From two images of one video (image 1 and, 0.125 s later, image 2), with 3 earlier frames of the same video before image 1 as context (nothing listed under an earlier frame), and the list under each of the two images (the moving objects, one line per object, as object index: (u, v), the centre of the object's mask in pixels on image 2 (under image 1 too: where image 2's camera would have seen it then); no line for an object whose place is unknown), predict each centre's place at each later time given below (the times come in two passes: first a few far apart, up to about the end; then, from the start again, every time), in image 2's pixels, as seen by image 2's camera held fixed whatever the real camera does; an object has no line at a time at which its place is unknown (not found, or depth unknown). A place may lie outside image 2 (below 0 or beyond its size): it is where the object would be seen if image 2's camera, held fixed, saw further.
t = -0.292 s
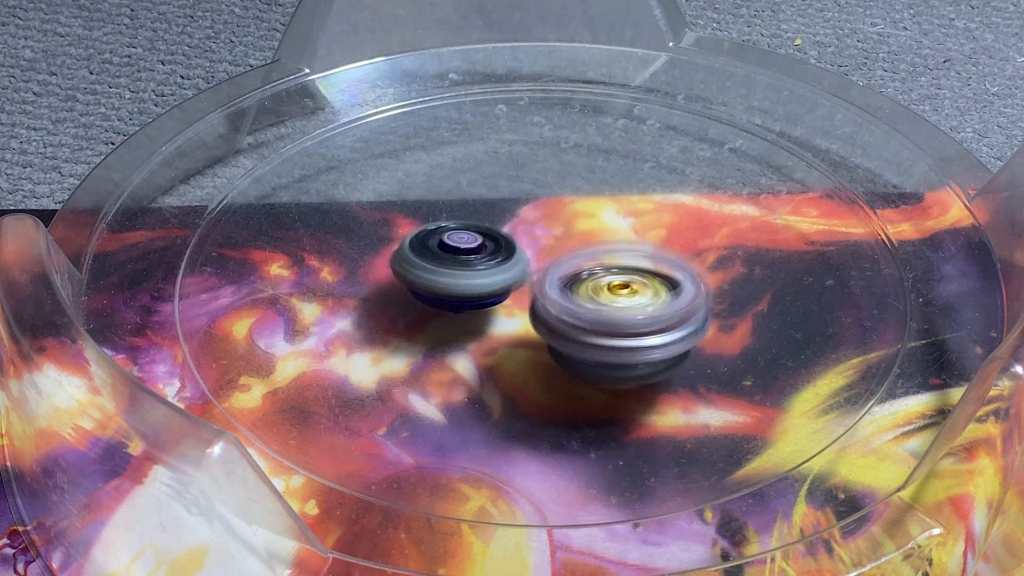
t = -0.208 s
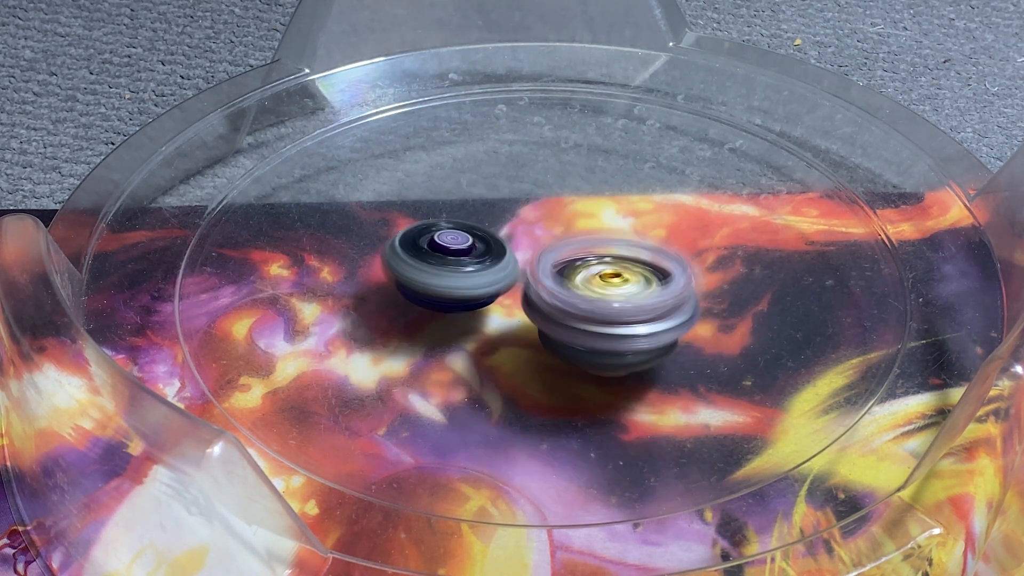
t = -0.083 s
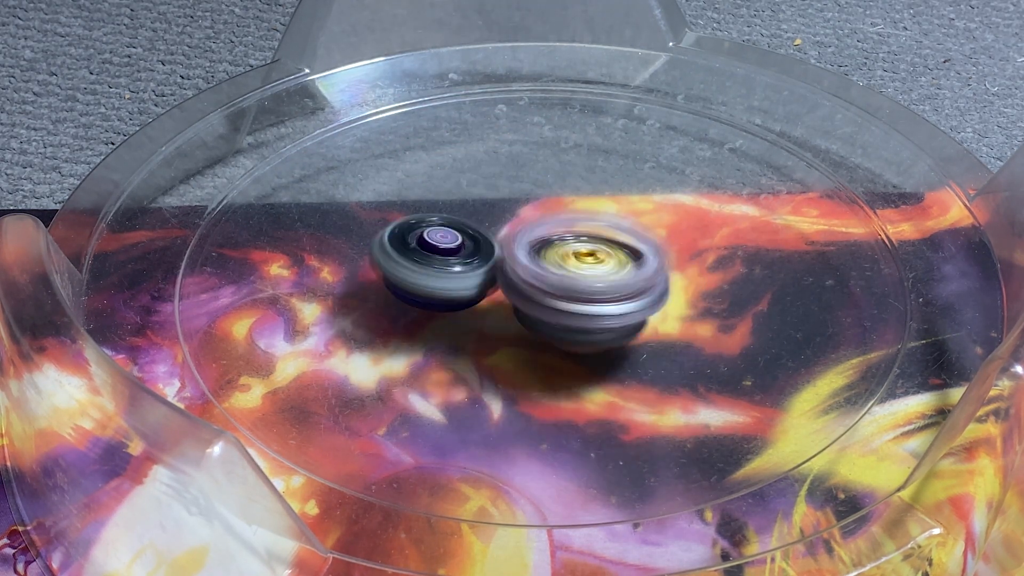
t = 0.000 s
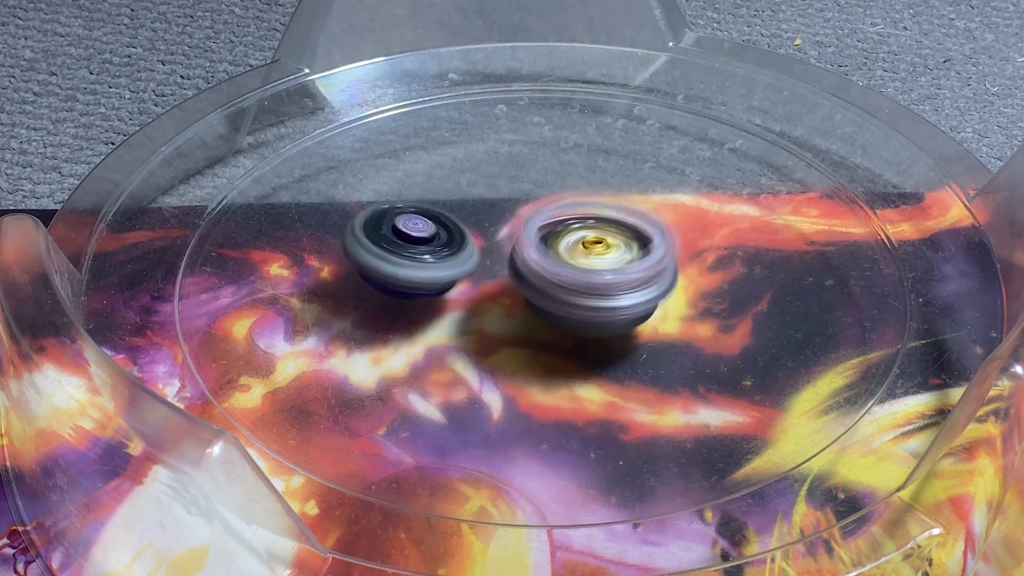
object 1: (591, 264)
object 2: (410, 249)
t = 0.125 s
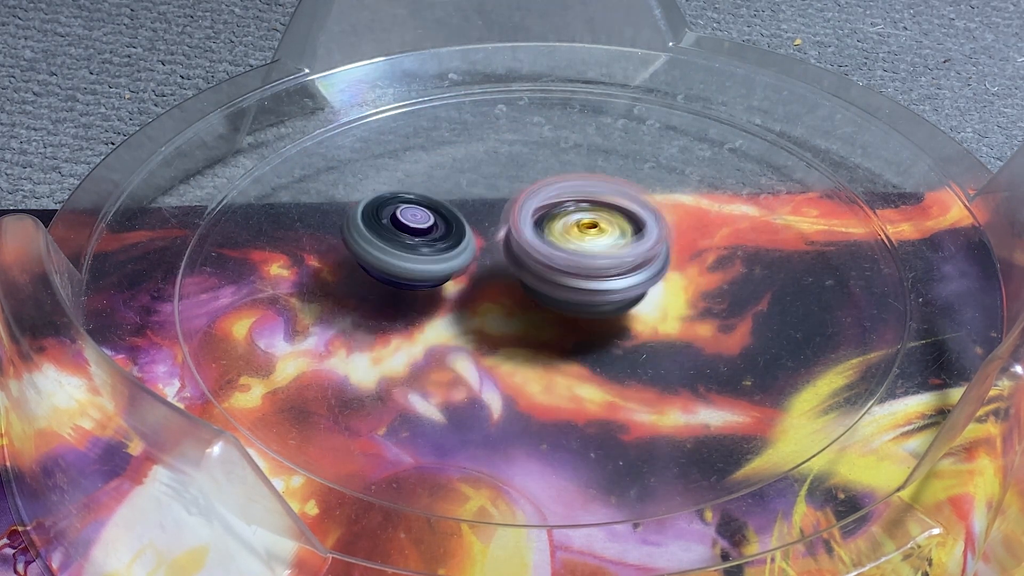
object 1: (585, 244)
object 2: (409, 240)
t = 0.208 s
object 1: (579, 234)
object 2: (413, 234)
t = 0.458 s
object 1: (587, 222)
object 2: (438, 225)
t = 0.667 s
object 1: (661, 222)
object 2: (462, 225)
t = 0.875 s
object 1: (685, 220)
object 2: (507, 247)
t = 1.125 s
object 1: (694, 222)
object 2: (525, 281)
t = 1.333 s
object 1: (679, 230)
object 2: (532, 298)
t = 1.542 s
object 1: (650, 235)
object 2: (505, 313)
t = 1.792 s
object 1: (584, 228)
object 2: (458, 320)
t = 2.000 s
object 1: (556, 222)
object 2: (453, 297)
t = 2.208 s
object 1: (564, 205)
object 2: (453, 284)
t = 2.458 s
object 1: (641, 122)
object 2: (470, 277)
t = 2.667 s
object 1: (626, 112)
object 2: (532, 280)
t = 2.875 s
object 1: (599, 133)
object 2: (578, 284)
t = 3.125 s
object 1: (526, 195)
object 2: (605, 328)
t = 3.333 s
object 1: (491, 216)
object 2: (597, 343)
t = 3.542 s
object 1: (467, 240)
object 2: (566, 337)
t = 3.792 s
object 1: (446, 227)
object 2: (545, 322)
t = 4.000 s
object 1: (423, 195)
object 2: (547, 294)
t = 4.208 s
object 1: (428, 194)
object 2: (564, 265)
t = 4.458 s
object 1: (420, 185)
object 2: (657, 281)
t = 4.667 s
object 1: (512, 213)
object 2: (664, 283)
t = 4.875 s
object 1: (537, 209)
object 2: (689, 321)
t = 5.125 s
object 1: (537, 220)
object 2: (625, 324)
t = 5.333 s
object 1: (521, 219)
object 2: (586, 327)
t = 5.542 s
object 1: (481, 152)
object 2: (527, 334)
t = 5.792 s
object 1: (456, 147)
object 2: (541, 293)
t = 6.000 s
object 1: (462, 178)
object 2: (582, 265)
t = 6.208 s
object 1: (464, 214)
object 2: (715, 280)
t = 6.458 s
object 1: (537, 280)
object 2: (694, 244)
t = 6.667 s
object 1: (580, 302)
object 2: (667, 231)
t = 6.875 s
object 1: (546, 314)
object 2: (654, 239)
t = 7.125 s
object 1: (499, 306)
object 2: (614, 244)
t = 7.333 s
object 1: (471, 265)
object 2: (595, 234)
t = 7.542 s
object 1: (439, 224)
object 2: (601, 223)
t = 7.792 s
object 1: (451, 197)
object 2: (642, 231)
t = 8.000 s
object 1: (465, 207)
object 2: (622, 249)
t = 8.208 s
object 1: (474, 213)
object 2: (616, 257)
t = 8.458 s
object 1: (419, 219)
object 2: (632, 254)
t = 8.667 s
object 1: (422, 231)
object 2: (629, 246)
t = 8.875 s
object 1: (473, 265)
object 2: (623, 247)
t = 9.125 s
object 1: (488, 293)
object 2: (638, 241)
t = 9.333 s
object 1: (494, 293)
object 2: (625, 235)
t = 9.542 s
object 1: (503, 269)
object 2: (638, 222)
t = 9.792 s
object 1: (505, 246)
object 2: (642, 219)
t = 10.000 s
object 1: (437, 231)
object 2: (709, 206)
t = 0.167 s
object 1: (583, 240)
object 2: (410, 237)
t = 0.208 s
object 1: (579, 234)
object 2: (413, 234)
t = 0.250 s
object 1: (576, 230)
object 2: (417, 233)
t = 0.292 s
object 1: (573, 227)
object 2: (422, 232)
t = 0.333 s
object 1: (569, 223)
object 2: (426, 230)
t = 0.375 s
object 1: (571, 221)
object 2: (429, 228)
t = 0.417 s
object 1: (583, 222)
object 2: (432, 226)
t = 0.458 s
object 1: (587, 222)
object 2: (438, 225)
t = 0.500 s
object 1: (589, 222)
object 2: (445, 225)
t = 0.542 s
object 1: (601, 223)
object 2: (446, 223)
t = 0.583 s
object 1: (623, 224)
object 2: (448, 220)
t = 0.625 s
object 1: (645, 223)
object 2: (454, 222)
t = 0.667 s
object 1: (661, 222)
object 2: (462, 225)
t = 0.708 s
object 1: (672, 221)
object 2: (471, 228)
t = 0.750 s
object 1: (679, 221)
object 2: (481, 233)
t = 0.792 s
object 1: (682, 221)
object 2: (490, 237)
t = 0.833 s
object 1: (684, 220)
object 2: (498, 241)
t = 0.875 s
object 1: (685, 220)
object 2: (507, 247)
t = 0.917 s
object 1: (687, 219)
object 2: (517, 252)
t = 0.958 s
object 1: (688, 220)
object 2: (524, 257)
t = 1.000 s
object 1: (687, 220)
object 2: (530, 263)
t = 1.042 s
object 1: (687, 221)
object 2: (536, 270)
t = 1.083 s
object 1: (695, 221)
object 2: (528, 277)
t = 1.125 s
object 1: (694, 222)
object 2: (525, 281)
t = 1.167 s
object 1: (693, 223)
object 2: (527, 284)
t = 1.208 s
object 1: (692, 224)
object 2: (529, 287)
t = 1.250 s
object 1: (689, 226)
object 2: (530, 290)
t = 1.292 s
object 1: (683, 228)
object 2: (532, 294)
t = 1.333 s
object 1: (679, 230)
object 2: (532, 298)
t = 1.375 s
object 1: (673, 231)
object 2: (531, 301)
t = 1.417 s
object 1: (665, 233)
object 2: (529, 305)
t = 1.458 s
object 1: (663, 233)
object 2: (518, 309)
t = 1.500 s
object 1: (657, 234)
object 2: (510, 312)
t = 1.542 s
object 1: (650, 235)
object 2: (505, 313)
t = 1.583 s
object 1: (640, 236)
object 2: (500, 315)
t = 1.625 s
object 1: (628, 236)
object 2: (496, 316)
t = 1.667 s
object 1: (611, 237)
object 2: (490, 315)
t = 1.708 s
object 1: (593, 237)
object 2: (486, 315)
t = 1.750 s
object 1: (589, 230)
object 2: (469, 316)
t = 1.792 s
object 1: (584, 228)
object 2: (458, 320)
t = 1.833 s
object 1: (579, 226)
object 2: (454, 316)
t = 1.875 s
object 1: (573, 224)
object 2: (453, 311)
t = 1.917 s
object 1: (566, 223)
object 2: (453, 306)
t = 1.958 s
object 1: (561, 223)
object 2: (453, 301)
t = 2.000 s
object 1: (556, 222)
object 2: (453, 297)
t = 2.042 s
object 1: (556, 218)
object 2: (450, 295)
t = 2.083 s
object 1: (557, 214)
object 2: (448, 292)
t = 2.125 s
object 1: (557, 211)
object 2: (450, 290)
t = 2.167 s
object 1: (560, 208)
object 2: (452, 287)
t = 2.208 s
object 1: (564, 205)
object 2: (453, 284)
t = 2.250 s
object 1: (567, 201)
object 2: (459, 281)
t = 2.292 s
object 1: (589, 188)
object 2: (448, 282)
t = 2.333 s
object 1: (609, 174)
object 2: (445, 281)
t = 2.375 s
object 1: (625, 154)
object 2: (449, 280)
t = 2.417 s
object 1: (636, 136)
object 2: (459, 278)
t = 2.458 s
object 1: (641, 122)
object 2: (470, 277)
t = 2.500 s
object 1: (641, 114)
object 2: (482, 277)
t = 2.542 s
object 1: (639, 110)
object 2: (495, 277)
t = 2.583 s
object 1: (635, 109)
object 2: (507, 278)
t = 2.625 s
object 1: (631, 110)
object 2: (519, 279)
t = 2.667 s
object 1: (626, 112)
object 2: (532, 280)
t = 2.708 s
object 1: (622, 114)
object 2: (543, 280)
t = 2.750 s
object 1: (617, 118)
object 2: (553, 280)
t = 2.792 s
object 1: (611, 122)
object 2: (562, 281)
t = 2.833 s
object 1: (605, 127)
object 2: (570, 282)
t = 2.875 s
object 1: (599, 133)
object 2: (578, 284)
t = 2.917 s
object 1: (592, 142)
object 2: (584, 286)
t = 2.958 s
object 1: (582, 154)
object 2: (589, 288)
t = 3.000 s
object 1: (572, 170)
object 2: (592, 290)
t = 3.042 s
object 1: (559, 183)
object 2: (595, 296)
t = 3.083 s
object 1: (542, 190)
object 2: (602, 315)
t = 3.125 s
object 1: (526, 195)
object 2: (605, 328)
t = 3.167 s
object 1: (518, 199)
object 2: (604, 336)
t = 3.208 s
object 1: (511, 202)
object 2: (603, 339)
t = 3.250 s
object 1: (505, 206)
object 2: (602, 341)
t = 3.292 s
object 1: (498, 211)
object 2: (600, 342)
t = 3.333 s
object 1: (491, 216)
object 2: (597, 343)
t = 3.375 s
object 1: (485, 221)
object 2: (593, 343)
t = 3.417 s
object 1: (480, 226)
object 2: (587, 342)
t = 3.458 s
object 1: (474, 231)
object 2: (581, 341)
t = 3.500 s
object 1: (470, 235)
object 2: (574, 340)
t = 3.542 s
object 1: (467, 240)
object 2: (566, 337)
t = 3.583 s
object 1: (463, 241)
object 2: (560, 335)
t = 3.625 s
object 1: (459, 238)
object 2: (557, 334)
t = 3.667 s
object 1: (457, 237)
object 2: (551, 332)
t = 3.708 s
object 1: (453, 233)
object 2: (551, 330)
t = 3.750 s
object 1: (448, 230)
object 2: (547, 326)
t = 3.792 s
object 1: (446, 227)
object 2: (545, 322)
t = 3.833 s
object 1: (442, 221)
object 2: (546, 318)
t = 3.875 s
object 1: (433, 212)
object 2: (545, 313)
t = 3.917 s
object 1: (426, 204)
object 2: (544, 307)
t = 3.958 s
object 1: (424, 199)
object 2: (545, 301)
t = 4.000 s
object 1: (423, 195)
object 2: (547, 294)
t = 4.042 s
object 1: (424, 194)
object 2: (549, 288)
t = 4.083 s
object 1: (425, 193)
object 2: (552, 282)
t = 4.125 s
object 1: (427, 194)
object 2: (556, 276)
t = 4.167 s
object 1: (428, 194)
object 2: (559, 270)
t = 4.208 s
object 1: (428, 194)
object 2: (564, 265)
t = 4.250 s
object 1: (413, 183)
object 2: (597, 275)
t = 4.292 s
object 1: (410, 179)
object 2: (620, 281)
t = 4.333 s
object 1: (413, 179)
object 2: (635, 284)
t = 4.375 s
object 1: (414, 181)
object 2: (645, 283)
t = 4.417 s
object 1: (417, 183)
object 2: (652, 282)
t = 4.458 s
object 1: (420, 185)
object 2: (657, 281)
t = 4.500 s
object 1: (430, 188)
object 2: (661, 280)
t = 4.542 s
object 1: (445, 195)
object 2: (664, 279)
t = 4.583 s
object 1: (464, 201)
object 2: (665, 280)
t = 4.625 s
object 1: (487, 207)
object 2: (665, 281)
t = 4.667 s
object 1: (512, 213)
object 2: (664, 283)
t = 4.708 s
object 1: (533, 214)
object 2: (673, 287)
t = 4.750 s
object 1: (532, 209)
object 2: (695, 297)
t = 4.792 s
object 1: (536, 208)
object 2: (702, 307)
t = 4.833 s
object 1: (536, 209)
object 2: (698, 316)
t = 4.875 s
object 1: (537, 209)
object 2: (689, 321)
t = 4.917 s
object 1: (538, 210)
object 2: (681, 324)
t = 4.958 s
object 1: (538, 211)
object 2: (671, 325)
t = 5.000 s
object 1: (539, 214)
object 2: (660, 326)
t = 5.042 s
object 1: (539, 215)
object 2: (650, 327)
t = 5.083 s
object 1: (538, 217)
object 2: (638, 326)
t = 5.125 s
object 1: (537, 220)
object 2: (625, 324)
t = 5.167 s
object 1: (536, 223)
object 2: (613, 322)
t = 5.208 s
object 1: (531, 221)
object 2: (608, 329)
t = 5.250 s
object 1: (527, 219)
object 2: (602, 332)
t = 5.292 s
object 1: (526, 219)
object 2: (593, 331)
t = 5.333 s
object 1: (521, 219)
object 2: (586, 327)
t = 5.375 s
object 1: (522, 203)
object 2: (577, 331)
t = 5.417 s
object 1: (518, 187)
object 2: (568, 340)
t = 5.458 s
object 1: (505, 173)
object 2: (551, 343)
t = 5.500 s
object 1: (492, 160)
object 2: (537, 337)
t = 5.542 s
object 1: (481, 152)
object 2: (527, 334)
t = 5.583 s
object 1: (471, 146)
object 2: (520, 327)
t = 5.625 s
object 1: (466, 143)
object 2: (519, 318)
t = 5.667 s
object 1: (463, 142)
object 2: (522, 310)
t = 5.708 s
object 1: (463, 144)
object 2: (527, 304)
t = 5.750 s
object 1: (460, 144)
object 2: (534, 298)
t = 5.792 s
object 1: (456, 147)
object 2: (541, 293)
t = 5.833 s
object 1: (455, 150)
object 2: (549, 289)
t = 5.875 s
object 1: (453, 153)
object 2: (559, 284)
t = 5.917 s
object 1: (455, 160)
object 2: (568, 278)
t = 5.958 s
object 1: (457, 166)
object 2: (577, 271)
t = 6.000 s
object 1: (462, 178)
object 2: (582, 265)
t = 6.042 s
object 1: (461, 182)
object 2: (608, 268)
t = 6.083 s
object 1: (461, 186)
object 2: (642, 272)
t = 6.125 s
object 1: (461, 193)
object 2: (671, 282)
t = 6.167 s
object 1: (461, 202)
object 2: (696, 277)
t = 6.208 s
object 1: (464, 214)
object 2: (715, 280)
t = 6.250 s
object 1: (471, 227)
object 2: (725, 275)
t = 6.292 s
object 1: (483, 237)
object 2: (730, 268)
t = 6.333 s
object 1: (492, 250)
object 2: (727, 262)
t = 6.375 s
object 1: (504, 262)
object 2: (718, 253)
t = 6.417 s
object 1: (518, 273)
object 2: (707, 248)
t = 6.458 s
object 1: (537, 280)
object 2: (694, 244)
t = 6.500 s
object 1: (548, 287)
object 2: (683, 243)
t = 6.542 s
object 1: (558, 292)
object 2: (679, 239)
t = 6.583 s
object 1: (569, 295)
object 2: (672, 236)
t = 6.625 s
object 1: (576, 296)
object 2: (672, 232)
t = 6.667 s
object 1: (580, 302)
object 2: (667, 231)
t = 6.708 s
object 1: (580, 299)
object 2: (667, 231)
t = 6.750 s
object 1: (577, 299)
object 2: (658, 233)
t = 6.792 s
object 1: (566, 304)
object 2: (666, 233)
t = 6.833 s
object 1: (555, 310)
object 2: (652, 239)
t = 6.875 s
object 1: (546, 314)
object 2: (654, 239)
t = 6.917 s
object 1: (540, 317)
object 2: (647, 241)
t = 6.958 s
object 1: (528, 318)
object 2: (637, 244)
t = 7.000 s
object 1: (521, 315)
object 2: (633, 245)
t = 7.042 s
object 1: (515, 314)
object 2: (626, 244)
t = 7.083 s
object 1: (508, 310)
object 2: (618, 244)
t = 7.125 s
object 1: (499, 306)
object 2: (614, 244)
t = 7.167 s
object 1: (494, 298)
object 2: (609, 242)
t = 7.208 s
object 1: (488, 292)
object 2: (603, 240)
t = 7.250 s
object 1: (478, 282)
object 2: (600, 239)
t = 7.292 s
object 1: (473, 272)
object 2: (597, 237)
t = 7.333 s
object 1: (471, 265)
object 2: (595, 234)
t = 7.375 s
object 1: (456, 251)
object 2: (593, 230)
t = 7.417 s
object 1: (444, 243)
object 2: (600, 226)
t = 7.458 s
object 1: (443, 239)
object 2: (601, 225)
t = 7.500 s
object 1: (437, 229)
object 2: (600, 224)
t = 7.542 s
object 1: (439, 224)
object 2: (601, 223)
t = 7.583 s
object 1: (444, 221)
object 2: (601, 223)
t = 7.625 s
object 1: (445, 214)
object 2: (600, 223)
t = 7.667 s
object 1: (455, 212)
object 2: (601, 225)
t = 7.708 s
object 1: (463, 206)
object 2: (602, 226)
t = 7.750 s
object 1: (448, 200)
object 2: (627, 227)
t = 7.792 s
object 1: (451, 197)
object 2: (642, 231)
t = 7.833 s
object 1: (455, 198)
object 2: (644, 235)
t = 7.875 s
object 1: (454, 201)
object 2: (639, 240)
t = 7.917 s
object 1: (455, 204)
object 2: (634, 243)
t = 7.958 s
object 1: (458, 202)
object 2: (628, 246)
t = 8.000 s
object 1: (465, 207)
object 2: (622, 249)
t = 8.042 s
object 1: (478, 208)
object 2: (618, 250)
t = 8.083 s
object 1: (473, 206)
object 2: (626, 254)
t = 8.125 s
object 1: (478, 206)
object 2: (628, 257)
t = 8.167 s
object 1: (478, 210)
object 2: (624, 257)
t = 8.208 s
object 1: (474, 213)
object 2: (616, 257)
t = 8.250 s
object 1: (462, 208)
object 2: (628, 258)
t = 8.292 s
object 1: (444, 207)
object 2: (638, 260)
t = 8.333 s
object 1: (439, 210)
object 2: (639, 260)
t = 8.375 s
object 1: (427, 212)
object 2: (637, 258)
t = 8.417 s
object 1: (424, 215)
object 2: (633, 256)
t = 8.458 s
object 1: (419, 219)
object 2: (632, 254)
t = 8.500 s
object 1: (419, 222)
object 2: (629, 251)
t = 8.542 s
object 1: (423, 225)
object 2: (630, 250)
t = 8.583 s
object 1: (419, 228)
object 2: (629, 248)
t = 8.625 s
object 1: (420, 230)
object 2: (629, 246)
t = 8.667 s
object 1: (422, 231)
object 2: (629, 246)
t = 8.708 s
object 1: (429, 238)
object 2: (629, 245)
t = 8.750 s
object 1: (439, 243)
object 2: (629, 246)
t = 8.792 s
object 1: (446, 253)
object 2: (627, 246)
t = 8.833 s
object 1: (464, 260)
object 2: (625, 247)
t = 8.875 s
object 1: (473, 265)
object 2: (623, 247)
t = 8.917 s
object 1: (492, 272)
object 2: (624, 247)
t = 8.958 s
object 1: (503, 273)
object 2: (629, 245)
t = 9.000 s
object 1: (497, 279)
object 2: (632, 244)
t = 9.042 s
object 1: (494, 283)
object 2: (638, 242)
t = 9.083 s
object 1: (490, 289)
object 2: (638, 241)
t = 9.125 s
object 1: (488, 293)
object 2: (638, 241)
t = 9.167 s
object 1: (483, 299)
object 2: (632, 240)
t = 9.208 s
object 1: (479, 298)
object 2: (630, 239)
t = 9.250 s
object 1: (485, 295)
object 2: (627, 237)
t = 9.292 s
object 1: (492, 294)
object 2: (627, 236)
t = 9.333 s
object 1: (494, 293)
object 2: (625, 235)
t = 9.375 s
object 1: (500, 292)
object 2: (625, 233)
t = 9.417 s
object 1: (502, 283)
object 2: (626, 230)
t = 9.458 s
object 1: (511, 279)
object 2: (626, 229)
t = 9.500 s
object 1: (517, 269)
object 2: (632, 227)
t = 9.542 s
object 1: (503, 269)
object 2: (638, 222)
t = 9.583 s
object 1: (497, 262)
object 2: (648, 219)
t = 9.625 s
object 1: (502, 259)
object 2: (649, 220)
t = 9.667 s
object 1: (498, 254)
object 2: (643, 221)
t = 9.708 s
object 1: (502, 251)
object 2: (639, 221)
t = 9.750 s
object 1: (505, 248)
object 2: (636, 220)
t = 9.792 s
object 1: (505, 246)
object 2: (642, 219)
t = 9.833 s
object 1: (470, 241)
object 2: (674, 207)
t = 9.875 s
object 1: (457, 238)
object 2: (697, 210)
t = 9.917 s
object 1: (444, 236)
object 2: (709, 205)
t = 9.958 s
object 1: (440, 232)
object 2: (714, 206)
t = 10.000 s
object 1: (437, 231)
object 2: (709, 206)
